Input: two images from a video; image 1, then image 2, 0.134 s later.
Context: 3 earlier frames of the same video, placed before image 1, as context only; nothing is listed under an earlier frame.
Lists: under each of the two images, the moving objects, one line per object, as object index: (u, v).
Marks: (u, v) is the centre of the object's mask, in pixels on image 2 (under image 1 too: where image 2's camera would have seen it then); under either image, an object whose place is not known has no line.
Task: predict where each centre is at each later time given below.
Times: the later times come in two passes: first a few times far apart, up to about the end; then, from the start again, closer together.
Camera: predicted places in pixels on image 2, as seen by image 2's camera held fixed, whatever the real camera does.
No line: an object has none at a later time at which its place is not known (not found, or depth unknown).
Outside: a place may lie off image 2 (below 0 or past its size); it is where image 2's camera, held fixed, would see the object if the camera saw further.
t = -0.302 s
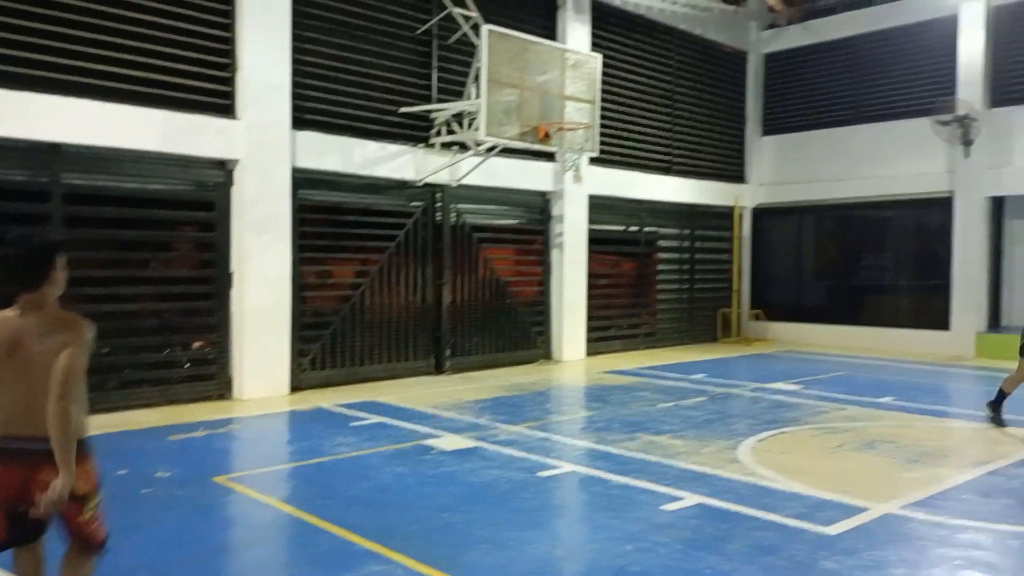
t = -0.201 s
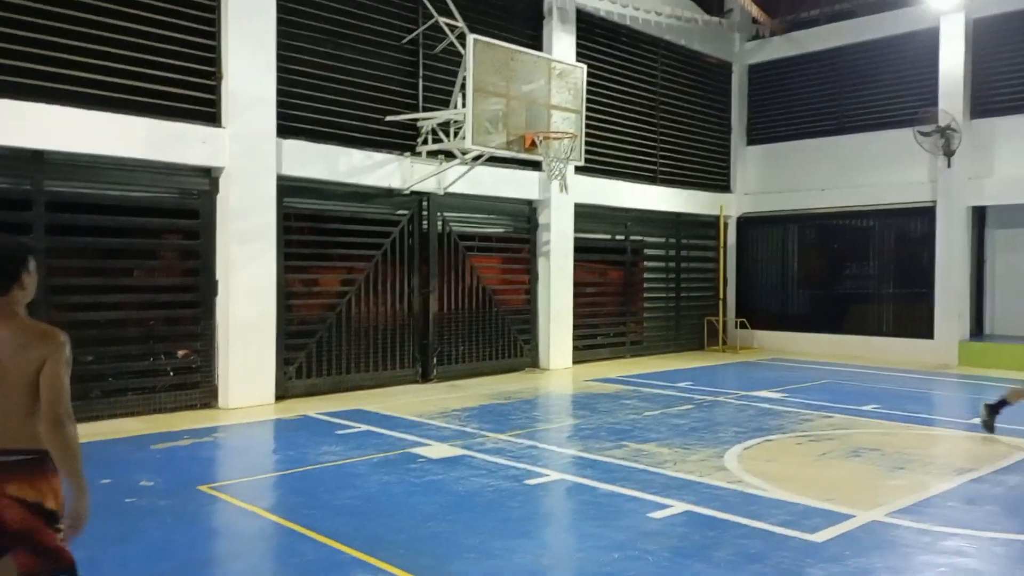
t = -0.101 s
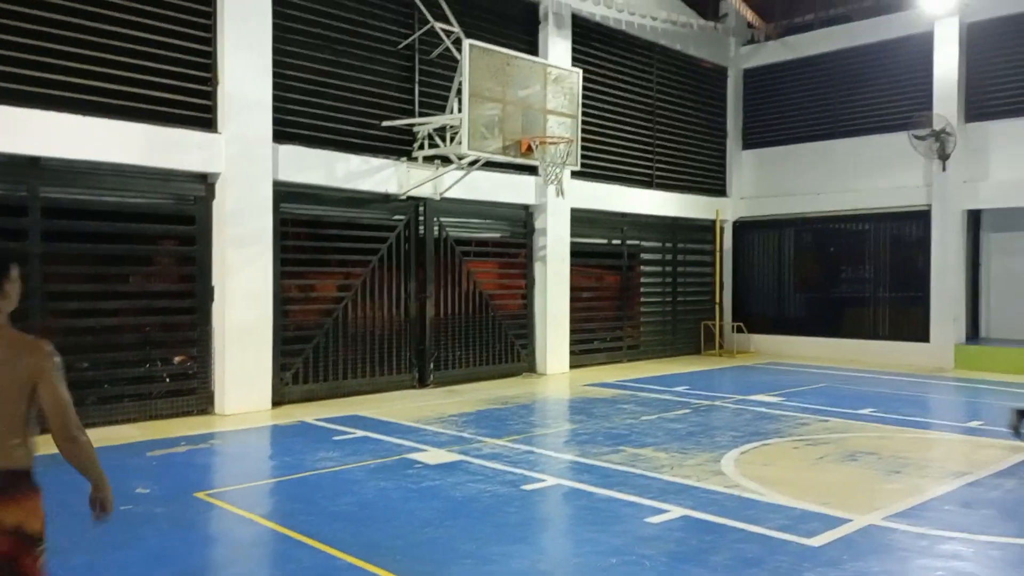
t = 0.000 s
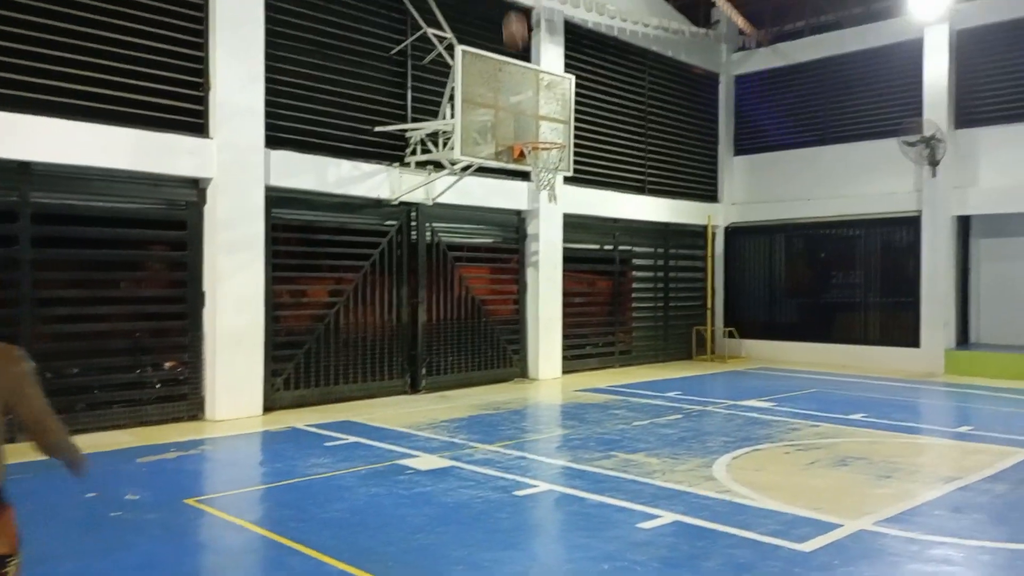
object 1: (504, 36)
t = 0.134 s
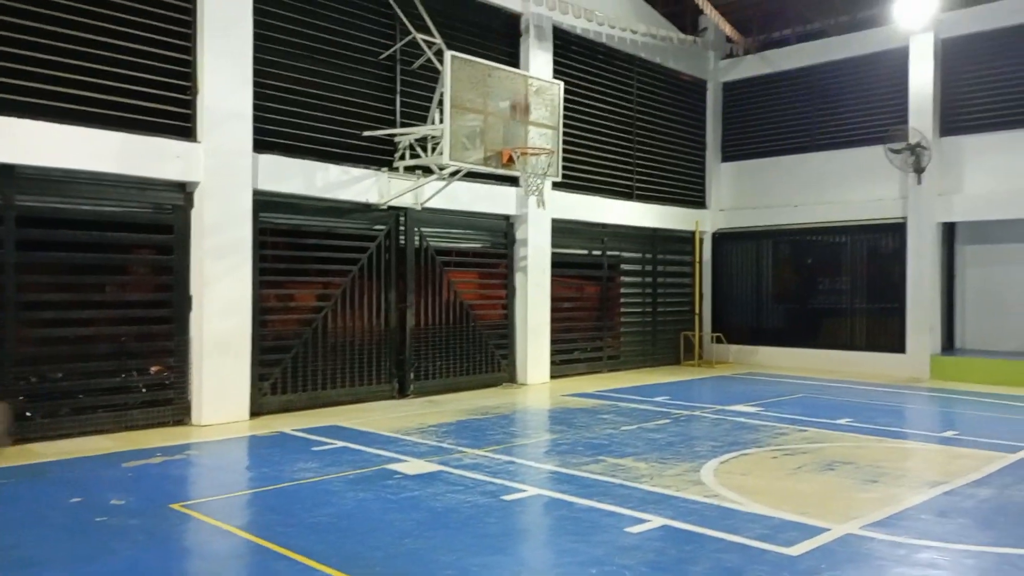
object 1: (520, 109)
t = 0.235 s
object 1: (531, 159)
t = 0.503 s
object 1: (539, 184)
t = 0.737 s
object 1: (547, 226)
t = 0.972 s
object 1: (559, 313)
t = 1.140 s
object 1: (557, 405)
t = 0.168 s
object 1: (522, 129)
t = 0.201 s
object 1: (526, 143)
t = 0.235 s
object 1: (531, 159)
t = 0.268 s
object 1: (535, 178)
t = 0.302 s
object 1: (535, 181)
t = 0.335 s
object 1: (536, 180)
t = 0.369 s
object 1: (536, 180)
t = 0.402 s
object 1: (536, 181)
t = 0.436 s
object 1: (536, 180)
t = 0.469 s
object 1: (538, 183)
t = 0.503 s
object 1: (539, 184)
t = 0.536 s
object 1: (540, 187)
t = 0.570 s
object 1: (541, 191)
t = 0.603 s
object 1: (542, 196)
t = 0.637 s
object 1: (543, 202)
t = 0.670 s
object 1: (543, 209)
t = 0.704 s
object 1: (545, 218)
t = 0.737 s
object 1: (547, 226)
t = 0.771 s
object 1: (548, 236)
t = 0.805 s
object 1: (549, 247)
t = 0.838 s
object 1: (551, 258)
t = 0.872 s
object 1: (552, 271)
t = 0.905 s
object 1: (554, 284)
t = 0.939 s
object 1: (557, 299)
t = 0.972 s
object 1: (559, 313)
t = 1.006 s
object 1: (562, 329)
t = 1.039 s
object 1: (564, 346)
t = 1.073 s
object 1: (564, 365)
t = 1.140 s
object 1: (557, 405)
